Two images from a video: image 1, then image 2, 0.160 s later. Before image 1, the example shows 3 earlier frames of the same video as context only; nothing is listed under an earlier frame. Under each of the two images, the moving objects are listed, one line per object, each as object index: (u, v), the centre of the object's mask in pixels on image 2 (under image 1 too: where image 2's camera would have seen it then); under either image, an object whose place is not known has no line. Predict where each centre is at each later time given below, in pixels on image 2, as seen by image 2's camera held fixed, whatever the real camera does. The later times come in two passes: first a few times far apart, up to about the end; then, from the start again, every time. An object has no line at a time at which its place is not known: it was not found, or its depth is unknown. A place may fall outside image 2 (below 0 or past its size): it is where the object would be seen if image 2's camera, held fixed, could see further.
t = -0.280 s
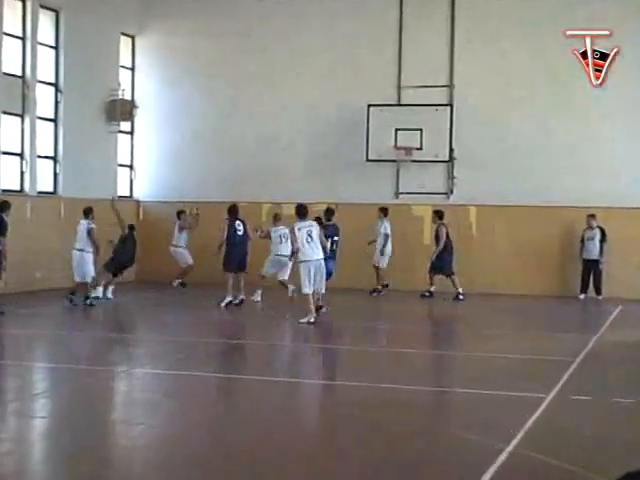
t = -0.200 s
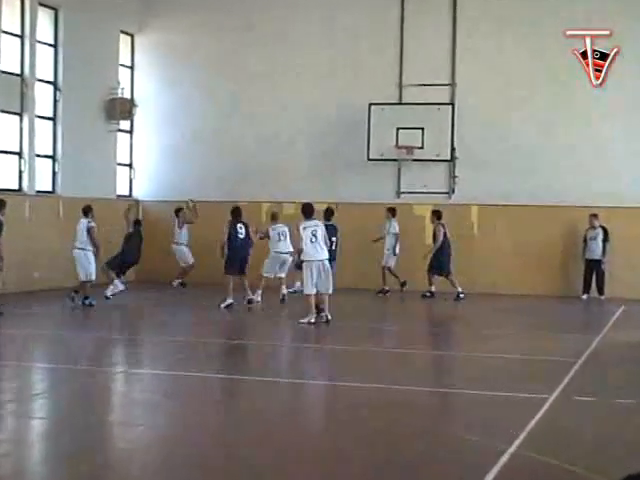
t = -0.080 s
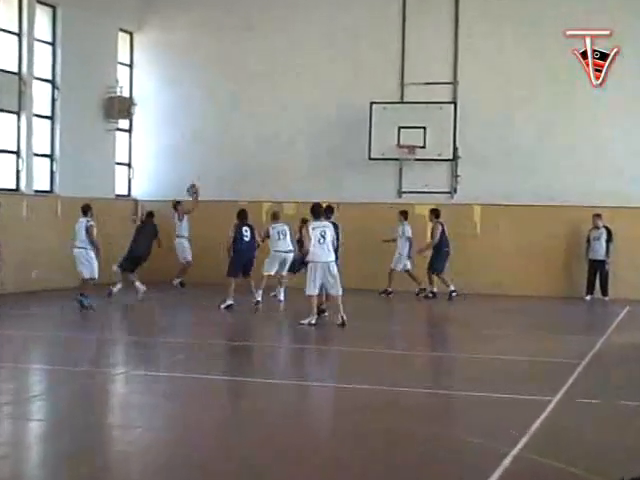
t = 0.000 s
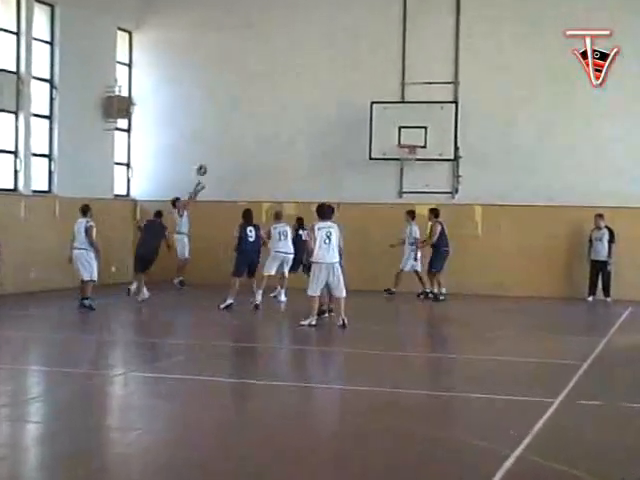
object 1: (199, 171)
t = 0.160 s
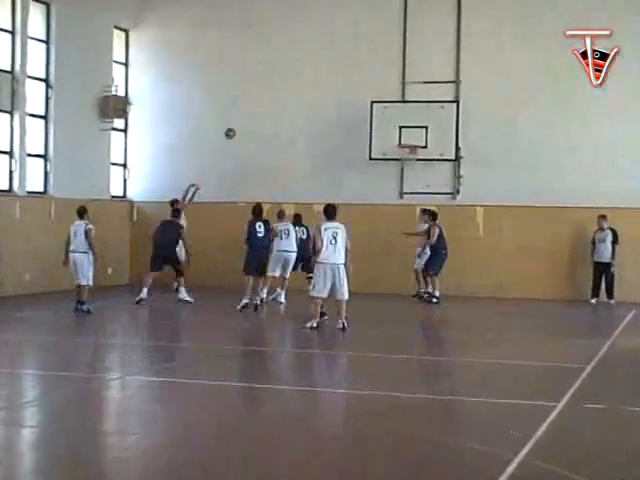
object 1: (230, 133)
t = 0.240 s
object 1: (246, 119)
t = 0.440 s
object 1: (284, 93)
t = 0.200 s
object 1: (237, 125)
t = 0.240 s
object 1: (246, 119)
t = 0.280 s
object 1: (253, 111)
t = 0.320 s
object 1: (261, 106)
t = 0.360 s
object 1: (268, 101)
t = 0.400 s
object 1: (276, 97)
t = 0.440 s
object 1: (284, 93)
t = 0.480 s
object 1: (292, 91)
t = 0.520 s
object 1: (300, 89)
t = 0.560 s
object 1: (307, 88)
